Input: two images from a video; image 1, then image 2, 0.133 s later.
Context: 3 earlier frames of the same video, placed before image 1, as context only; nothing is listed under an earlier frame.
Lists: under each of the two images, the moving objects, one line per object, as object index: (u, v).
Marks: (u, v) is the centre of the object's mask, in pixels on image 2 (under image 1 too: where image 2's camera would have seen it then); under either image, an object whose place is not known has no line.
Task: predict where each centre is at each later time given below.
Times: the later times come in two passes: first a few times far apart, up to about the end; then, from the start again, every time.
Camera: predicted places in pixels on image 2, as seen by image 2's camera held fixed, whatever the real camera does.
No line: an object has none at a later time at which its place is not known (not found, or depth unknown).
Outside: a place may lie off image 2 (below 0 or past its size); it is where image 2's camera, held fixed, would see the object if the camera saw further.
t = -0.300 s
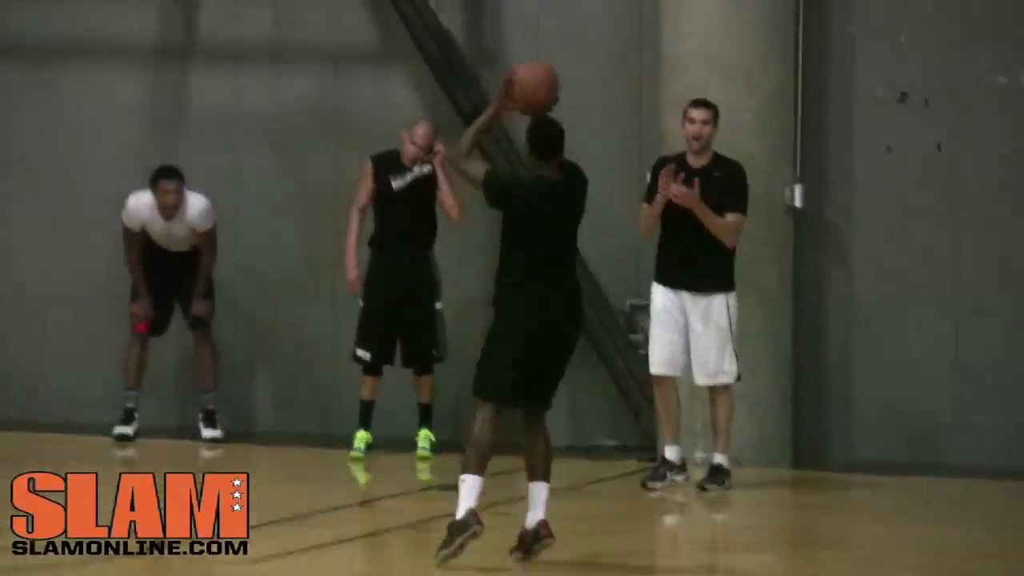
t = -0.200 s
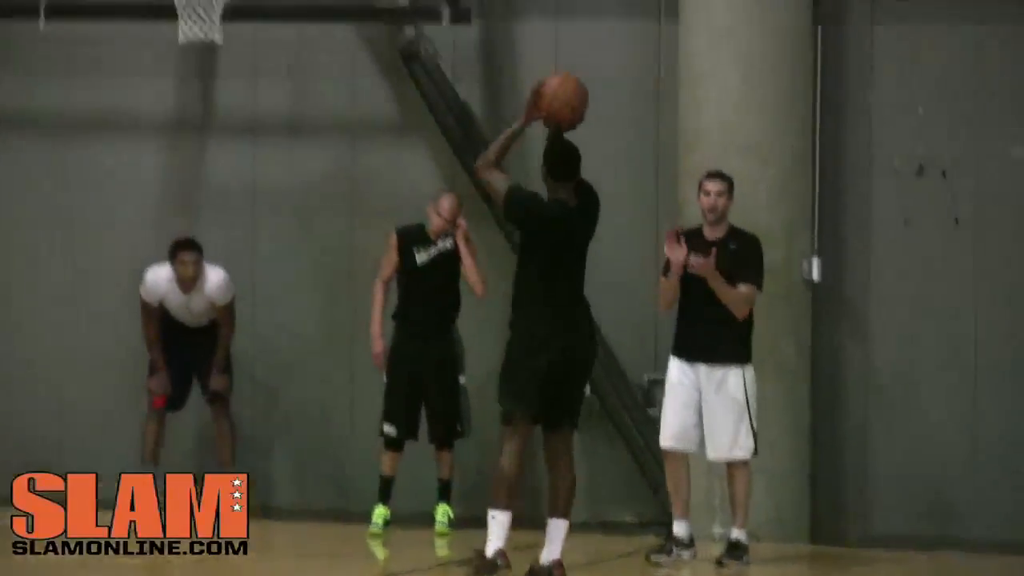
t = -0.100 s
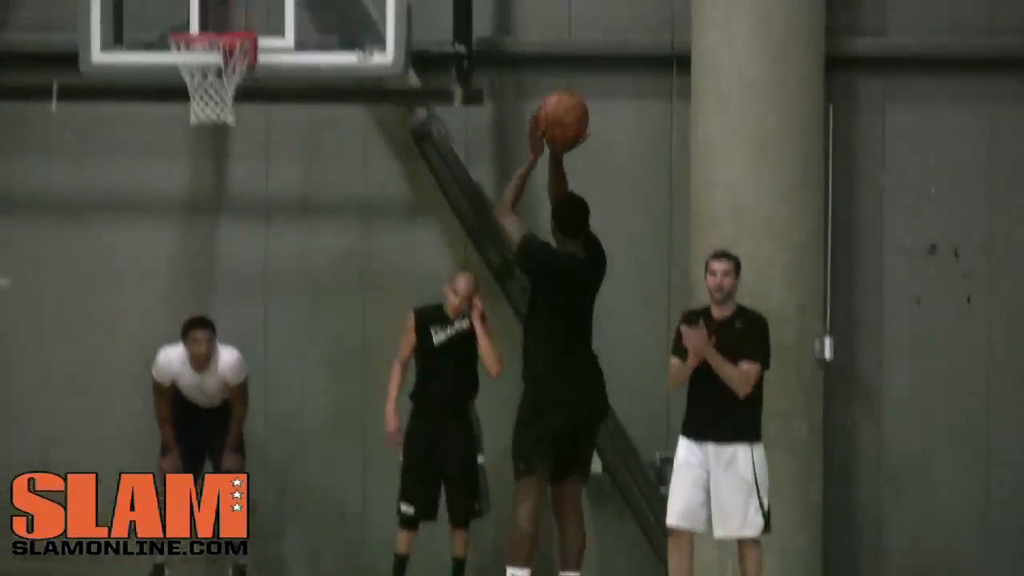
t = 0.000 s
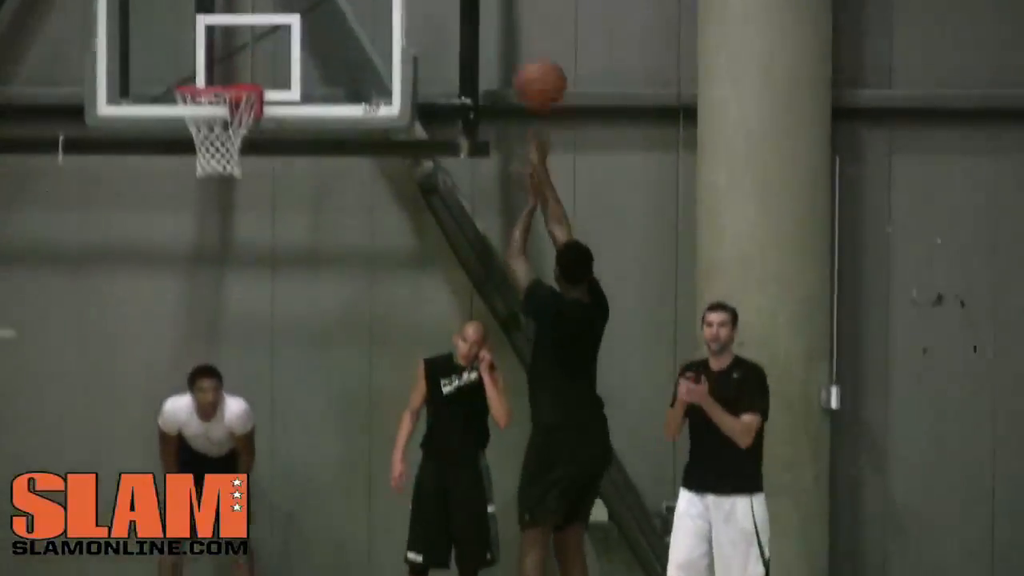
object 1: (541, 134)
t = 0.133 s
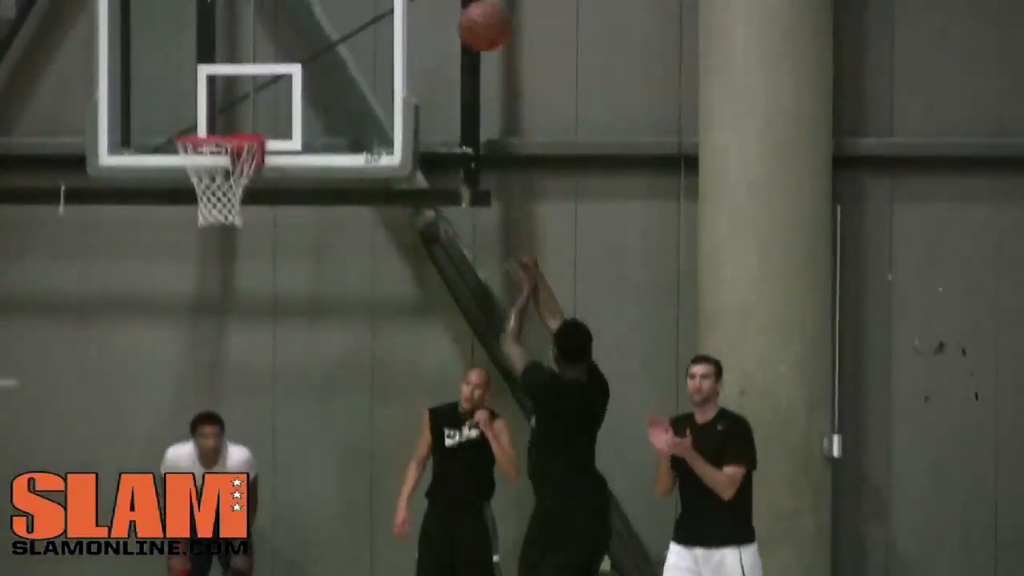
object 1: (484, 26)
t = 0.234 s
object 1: (443, -19)
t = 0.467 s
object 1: (350, -67)
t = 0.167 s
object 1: (470, 7)
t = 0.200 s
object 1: (456, -6)
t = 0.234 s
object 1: (443, -19)
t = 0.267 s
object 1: (429, -29)
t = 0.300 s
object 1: (415, -39)
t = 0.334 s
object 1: (402, -48)
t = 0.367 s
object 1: (388, -55)
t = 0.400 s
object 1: (375, -61)
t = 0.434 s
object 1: (362, -65)
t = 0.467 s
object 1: (350, -67)
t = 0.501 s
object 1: (338, -65)
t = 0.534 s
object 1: (325, -60)
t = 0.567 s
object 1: (313, -54)
